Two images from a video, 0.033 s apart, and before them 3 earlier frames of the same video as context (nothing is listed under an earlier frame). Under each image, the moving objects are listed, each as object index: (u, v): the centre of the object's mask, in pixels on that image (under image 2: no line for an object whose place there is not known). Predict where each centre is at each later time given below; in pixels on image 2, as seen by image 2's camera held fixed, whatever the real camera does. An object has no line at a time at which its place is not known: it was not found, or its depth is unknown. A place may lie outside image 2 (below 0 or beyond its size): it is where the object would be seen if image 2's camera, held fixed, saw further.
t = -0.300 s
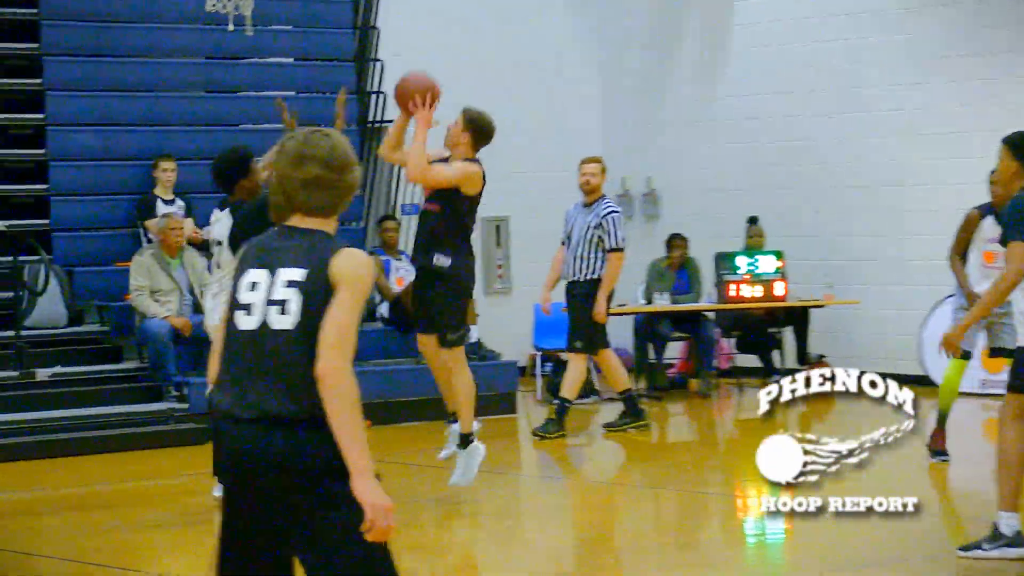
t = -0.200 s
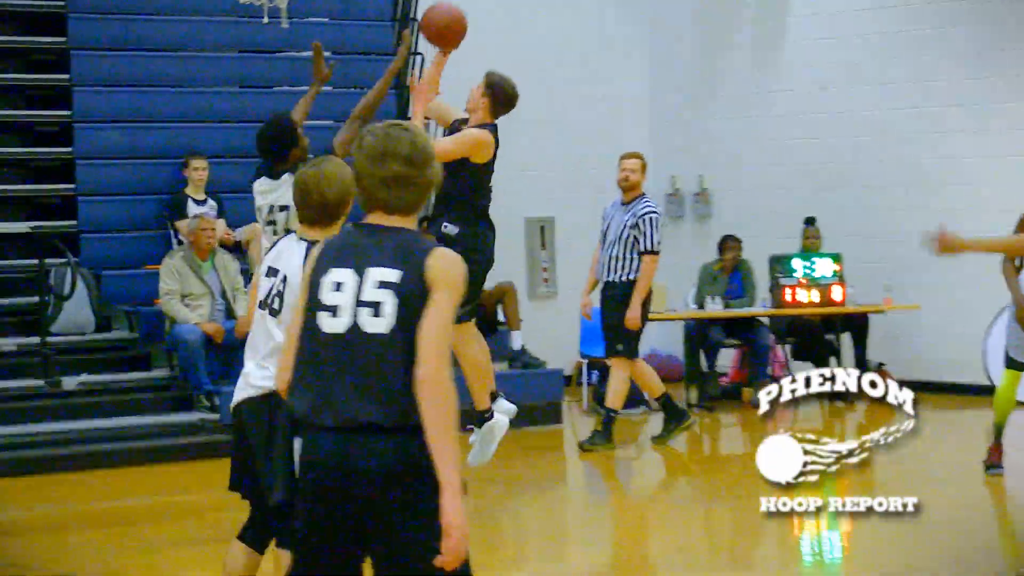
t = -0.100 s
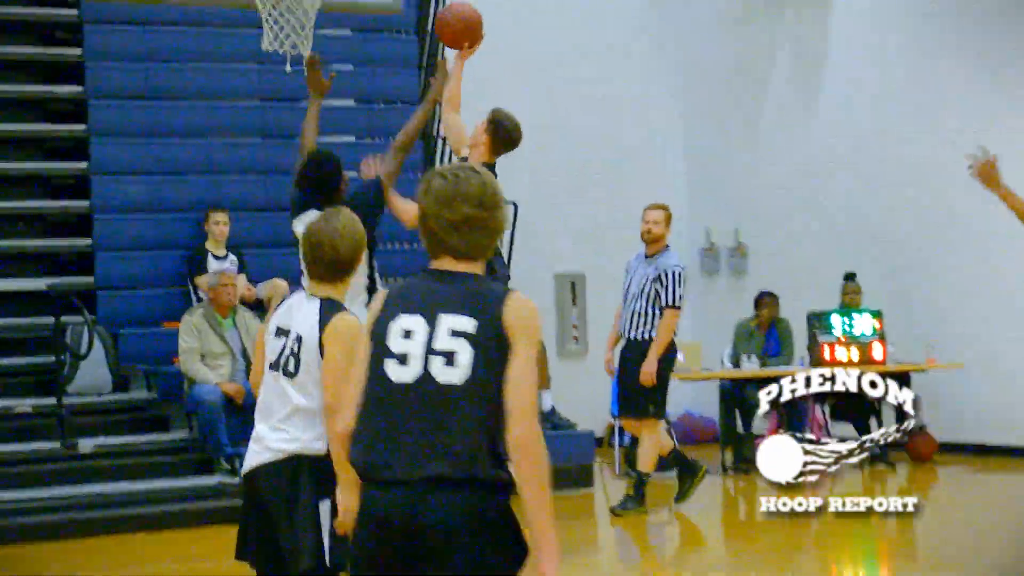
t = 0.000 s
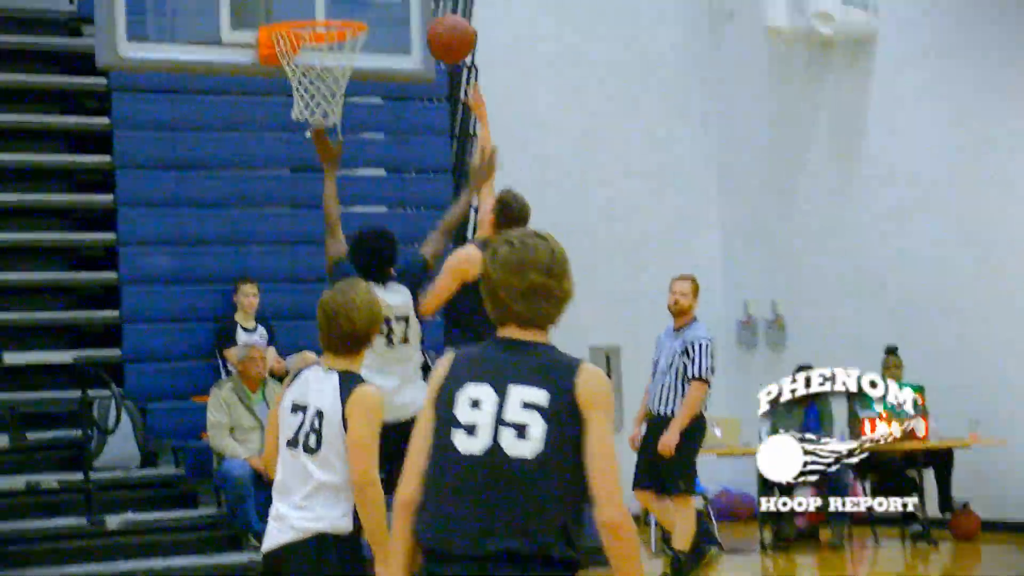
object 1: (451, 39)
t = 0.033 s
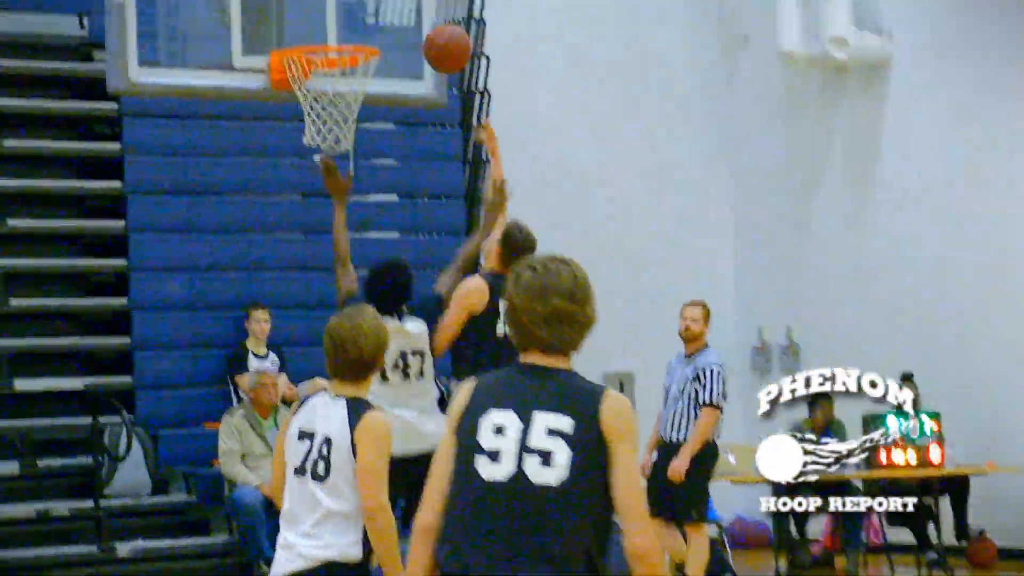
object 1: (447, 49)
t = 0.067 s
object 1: (431, 36)
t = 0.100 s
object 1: (415, 26)
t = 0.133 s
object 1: (399, 18)
